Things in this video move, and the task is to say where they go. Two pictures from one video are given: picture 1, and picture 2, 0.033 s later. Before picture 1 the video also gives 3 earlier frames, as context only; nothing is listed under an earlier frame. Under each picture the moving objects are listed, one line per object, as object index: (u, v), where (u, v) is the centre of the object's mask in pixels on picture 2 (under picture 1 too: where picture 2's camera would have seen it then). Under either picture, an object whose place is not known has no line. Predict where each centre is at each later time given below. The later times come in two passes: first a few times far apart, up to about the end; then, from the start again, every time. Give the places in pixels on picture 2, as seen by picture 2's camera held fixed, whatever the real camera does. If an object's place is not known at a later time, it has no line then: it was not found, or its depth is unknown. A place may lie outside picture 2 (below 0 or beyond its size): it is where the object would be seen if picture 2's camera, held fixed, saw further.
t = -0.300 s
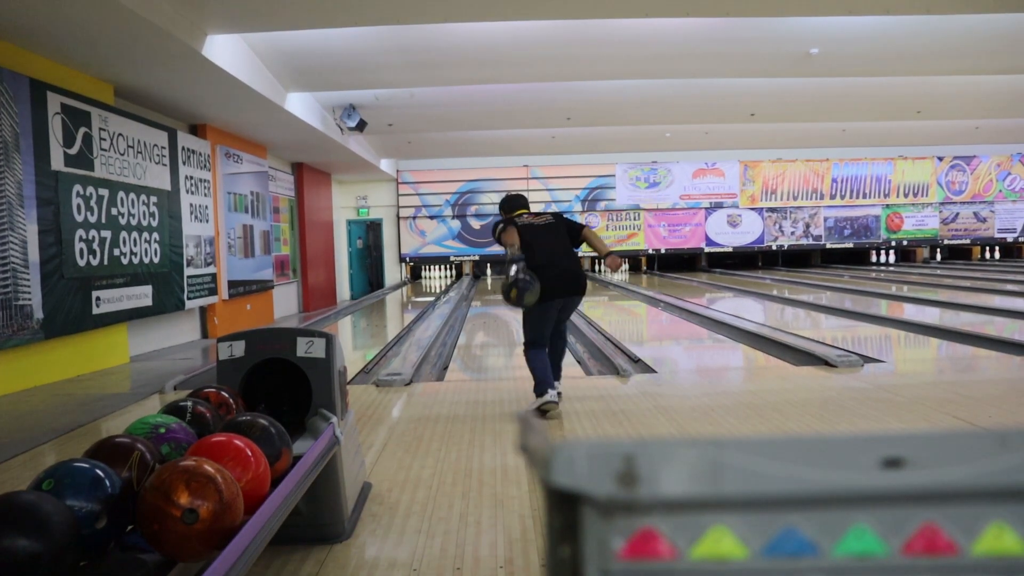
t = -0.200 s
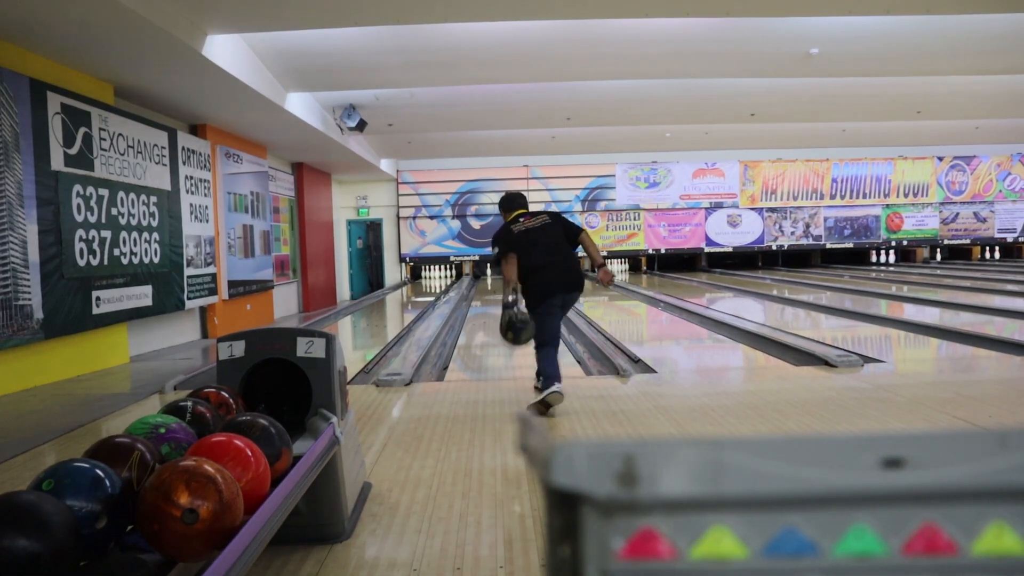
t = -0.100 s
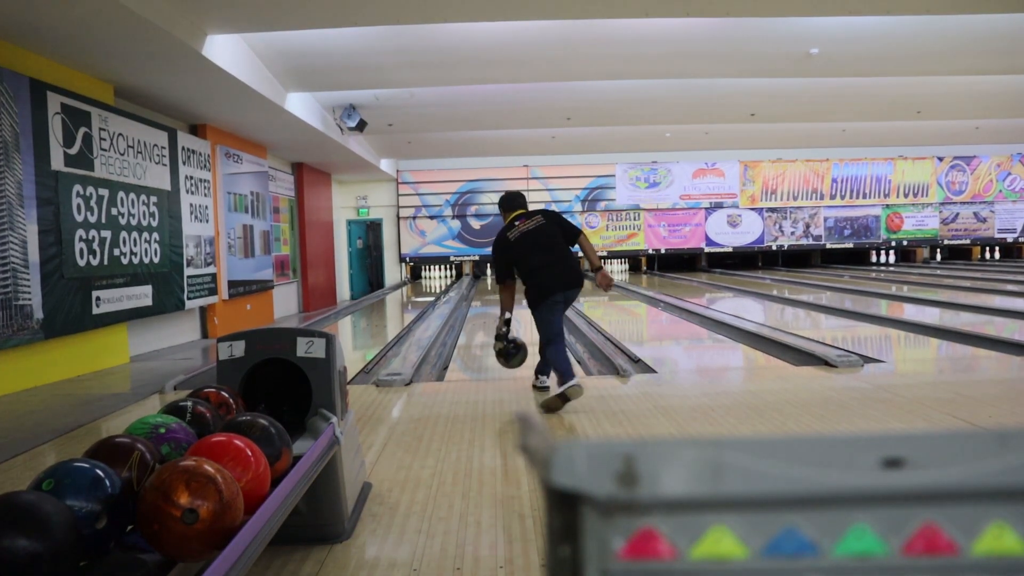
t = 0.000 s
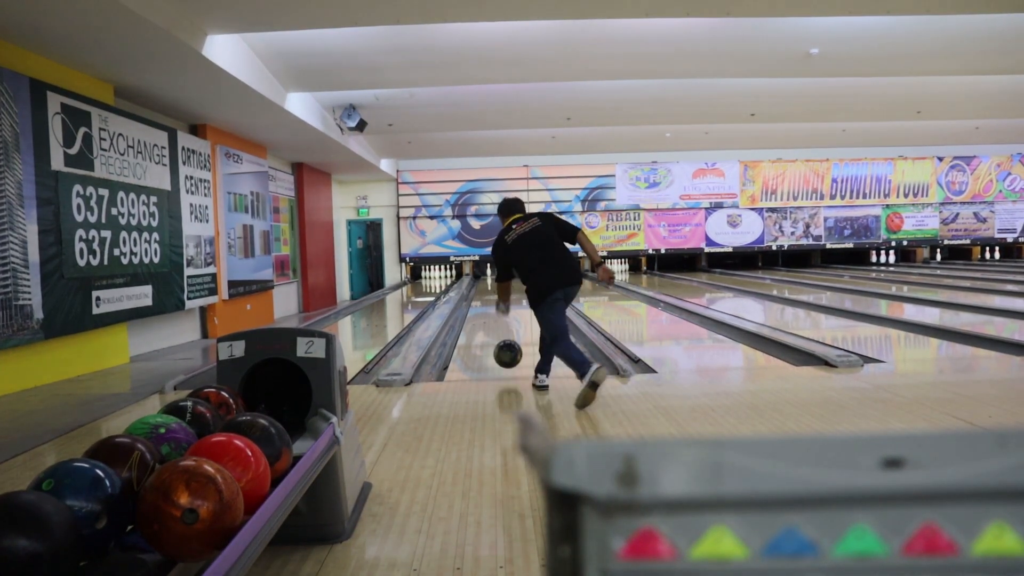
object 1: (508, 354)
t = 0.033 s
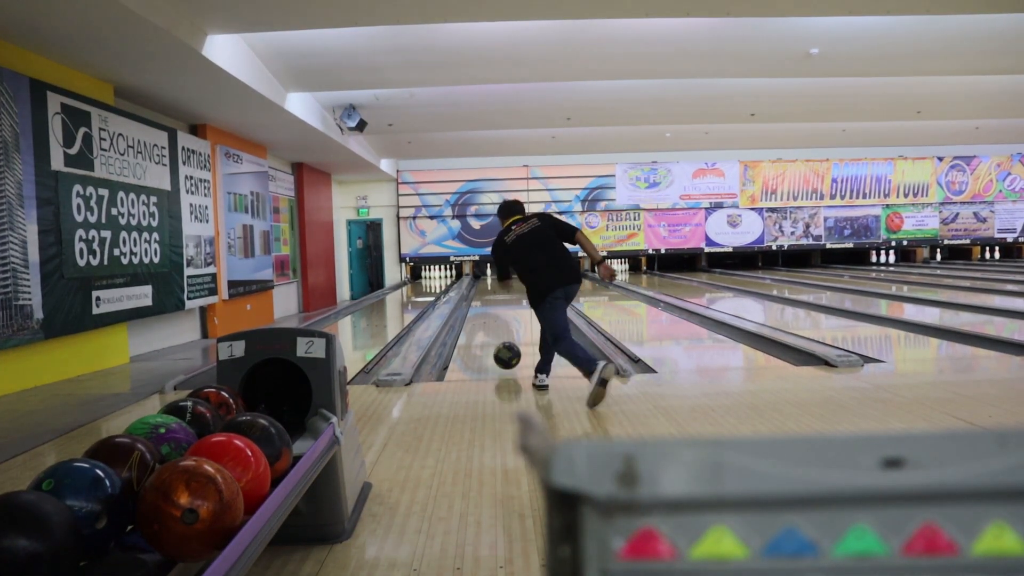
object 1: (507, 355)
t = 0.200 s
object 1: (503, 342)
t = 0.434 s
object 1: (499, 325)
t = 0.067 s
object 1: (506, 354)
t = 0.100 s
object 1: (505, 350)
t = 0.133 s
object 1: (503, 348)
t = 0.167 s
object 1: (502, 347)
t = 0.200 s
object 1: (503, 342)
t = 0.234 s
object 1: (503, 339)
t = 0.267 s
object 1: (502, 337)
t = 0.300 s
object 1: (501, 335)
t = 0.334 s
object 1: (501, 332)
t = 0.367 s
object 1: (500, 330)
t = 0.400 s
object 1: (499, 329)
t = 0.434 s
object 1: (499, 325)
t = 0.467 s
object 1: (499, 323)
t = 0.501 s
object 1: (498, 321)
